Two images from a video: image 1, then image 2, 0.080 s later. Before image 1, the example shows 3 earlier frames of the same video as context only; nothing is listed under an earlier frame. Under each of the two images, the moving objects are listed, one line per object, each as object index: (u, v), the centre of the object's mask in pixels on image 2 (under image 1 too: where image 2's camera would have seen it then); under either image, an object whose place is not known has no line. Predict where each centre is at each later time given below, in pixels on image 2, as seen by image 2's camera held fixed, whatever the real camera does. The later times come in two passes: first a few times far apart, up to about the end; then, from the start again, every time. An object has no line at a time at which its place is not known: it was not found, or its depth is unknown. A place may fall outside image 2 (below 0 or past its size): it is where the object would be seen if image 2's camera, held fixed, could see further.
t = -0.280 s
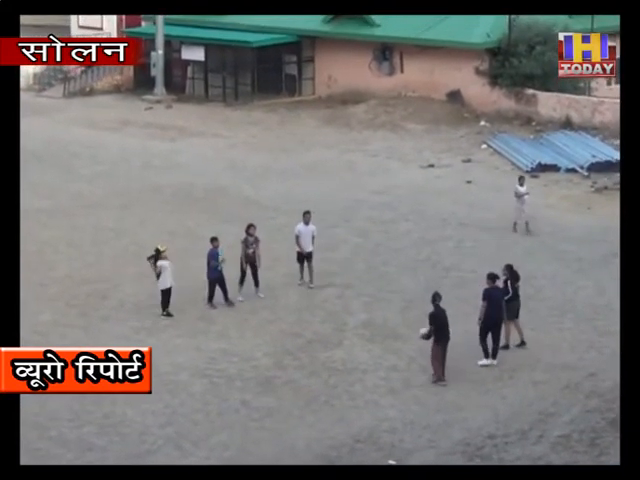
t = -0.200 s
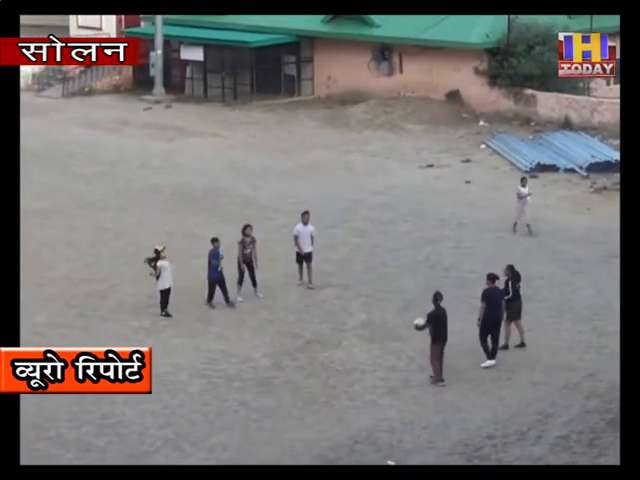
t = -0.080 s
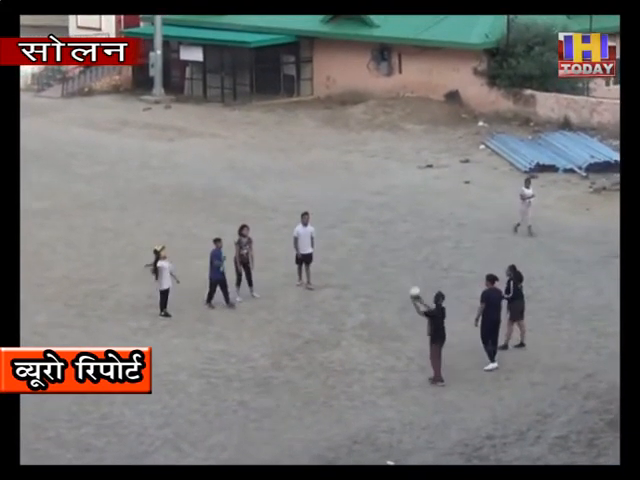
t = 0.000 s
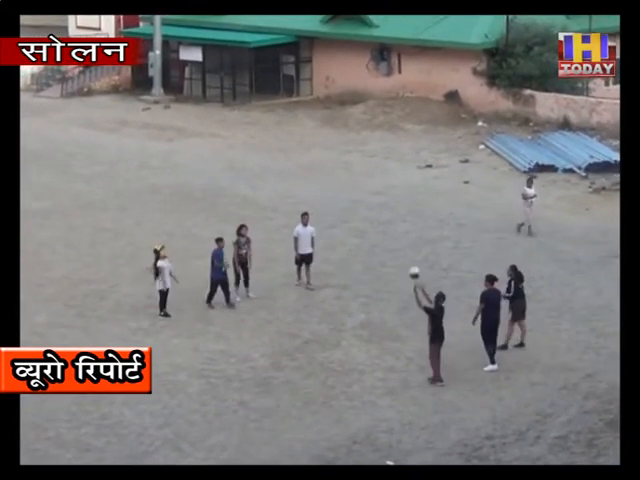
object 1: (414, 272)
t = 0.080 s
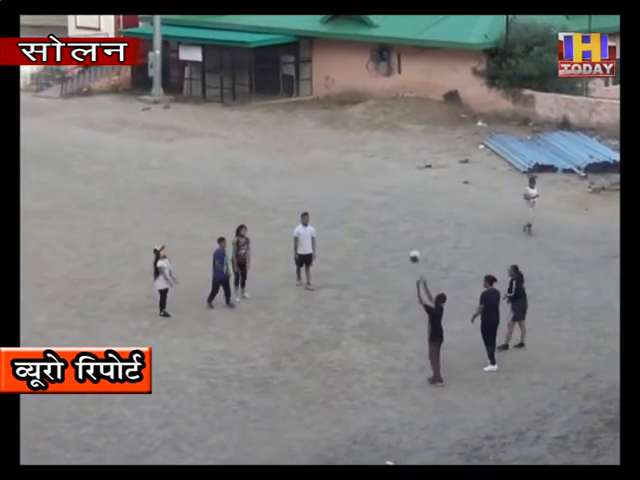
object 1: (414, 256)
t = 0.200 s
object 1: (415, 238)
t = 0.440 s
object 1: (417, 226)
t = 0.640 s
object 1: (419, 239)
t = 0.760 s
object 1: (419, 256)
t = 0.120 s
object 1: (414, 249)
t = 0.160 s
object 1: (414, 243)
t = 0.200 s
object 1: (415, 238)
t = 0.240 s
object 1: (415, 234)
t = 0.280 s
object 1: (416, 231)
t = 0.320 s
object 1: (416, 228)
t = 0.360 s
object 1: (416, 226)
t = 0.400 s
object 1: (417, 226)
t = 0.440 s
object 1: (417, 226)
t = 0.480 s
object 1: (418, 227)
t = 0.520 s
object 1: (418, 228)
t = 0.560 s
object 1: (418, 231)
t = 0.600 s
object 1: (418, 234)
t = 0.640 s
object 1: (419, 239)
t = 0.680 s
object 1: (419, 244)
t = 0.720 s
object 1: (420, 249)
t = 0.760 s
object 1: (419, 256)
